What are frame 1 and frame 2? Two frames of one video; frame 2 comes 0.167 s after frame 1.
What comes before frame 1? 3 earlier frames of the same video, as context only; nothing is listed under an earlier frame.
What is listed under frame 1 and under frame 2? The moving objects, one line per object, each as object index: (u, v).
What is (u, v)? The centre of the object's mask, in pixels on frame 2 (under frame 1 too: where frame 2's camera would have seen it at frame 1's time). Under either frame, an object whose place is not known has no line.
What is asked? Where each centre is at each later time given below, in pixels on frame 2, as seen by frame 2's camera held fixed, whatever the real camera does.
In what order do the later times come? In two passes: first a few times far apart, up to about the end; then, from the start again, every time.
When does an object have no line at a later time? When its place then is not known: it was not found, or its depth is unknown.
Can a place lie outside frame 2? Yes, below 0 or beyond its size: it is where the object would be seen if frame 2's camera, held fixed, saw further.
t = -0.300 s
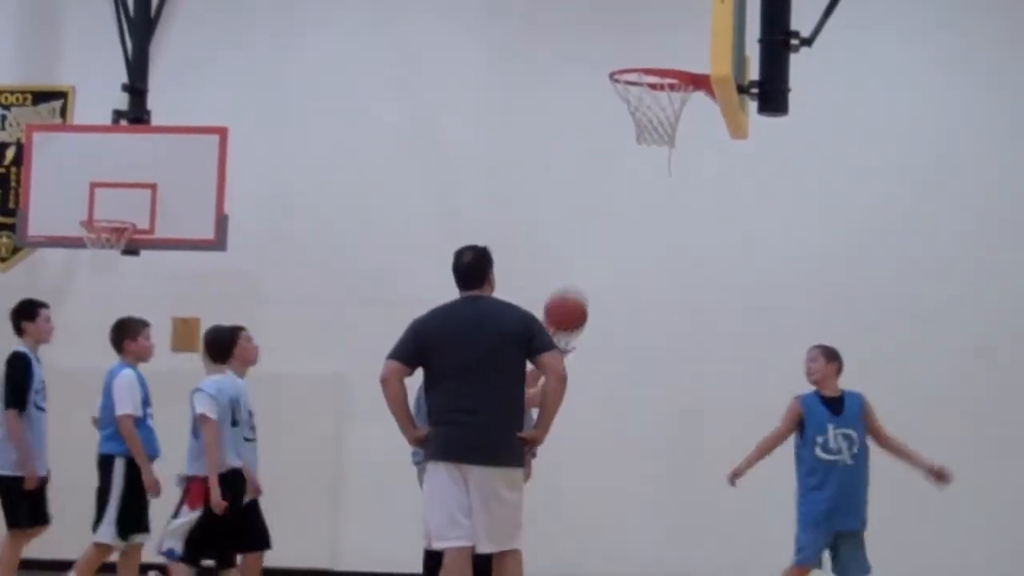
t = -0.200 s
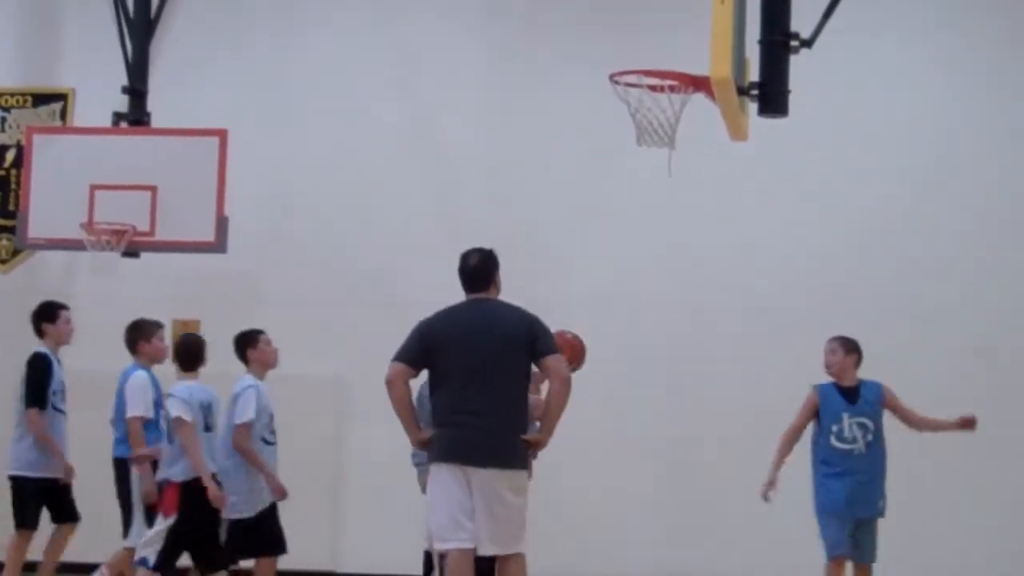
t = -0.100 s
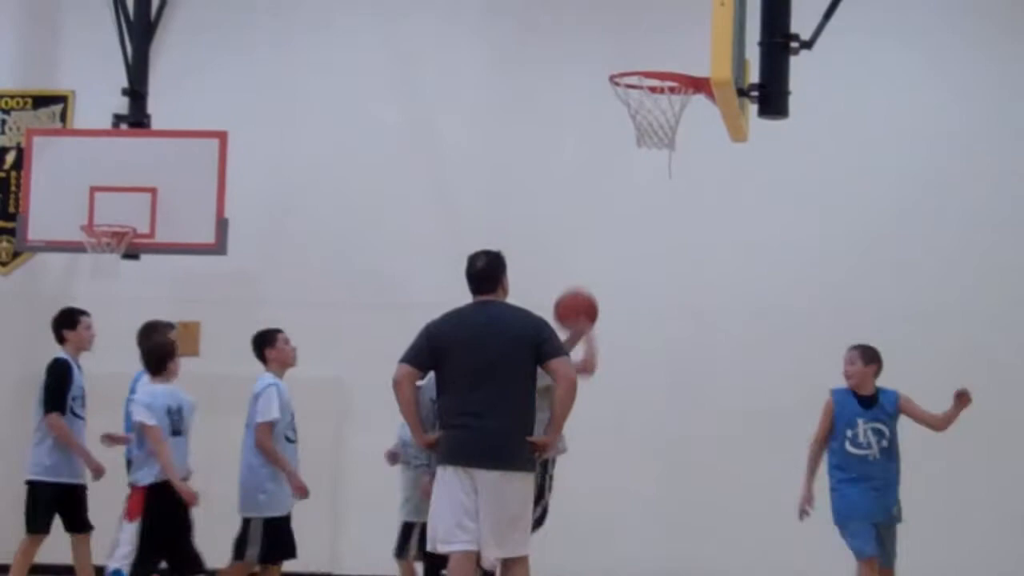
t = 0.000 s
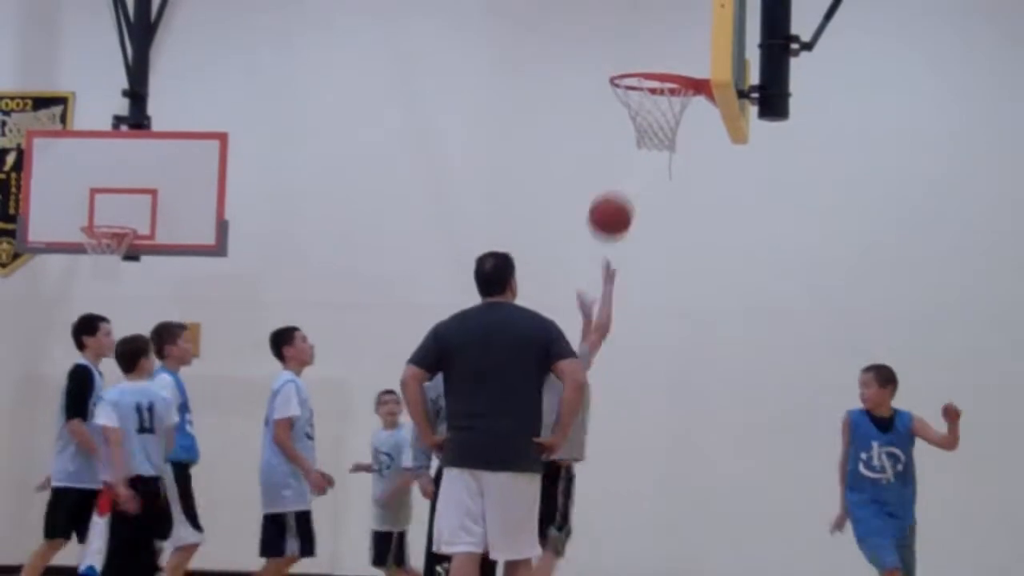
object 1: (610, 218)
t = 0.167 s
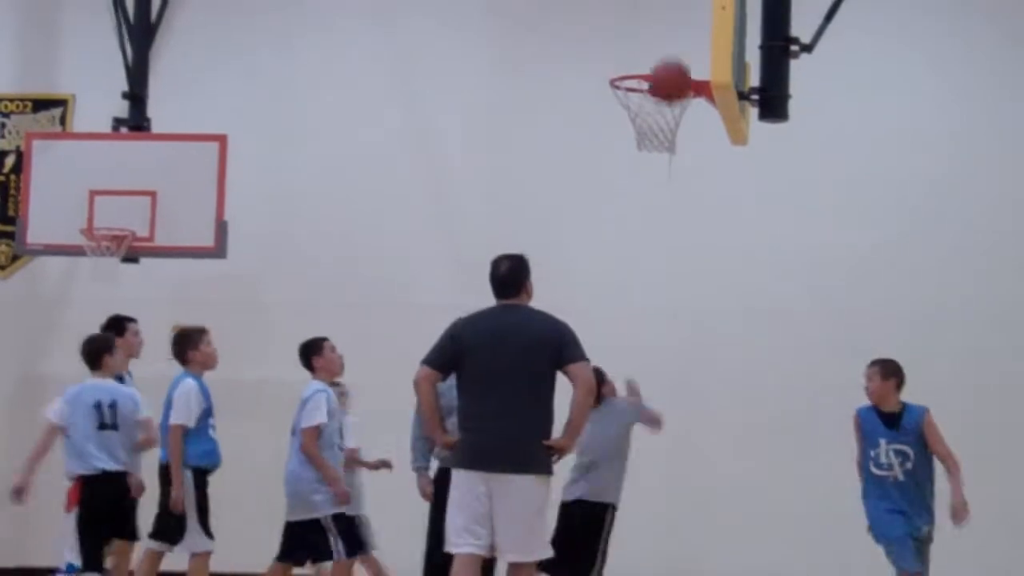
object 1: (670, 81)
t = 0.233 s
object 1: (691, 42)
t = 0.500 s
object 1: (637, 28)
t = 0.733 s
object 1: (576, 126)
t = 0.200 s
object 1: (681, 60)
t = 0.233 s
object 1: (691, 42)
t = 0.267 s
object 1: (696, 28)
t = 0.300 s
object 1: (689, 23)
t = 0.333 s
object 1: (681, 19)
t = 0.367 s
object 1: (672, 18)
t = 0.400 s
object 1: (663, 18)
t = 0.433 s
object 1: (654, 19)
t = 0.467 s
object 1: (645, 22)
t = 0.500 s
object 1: (637, 28)
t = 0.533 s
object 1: (628, 36)
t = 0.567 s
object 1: (620, 46)
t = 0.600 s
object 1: (610, 58)
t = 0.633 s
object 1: (601, 73)
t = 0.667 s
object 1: (592, 89)
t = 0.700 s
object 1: (584, 107)
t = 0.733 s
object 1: (576, 126)
